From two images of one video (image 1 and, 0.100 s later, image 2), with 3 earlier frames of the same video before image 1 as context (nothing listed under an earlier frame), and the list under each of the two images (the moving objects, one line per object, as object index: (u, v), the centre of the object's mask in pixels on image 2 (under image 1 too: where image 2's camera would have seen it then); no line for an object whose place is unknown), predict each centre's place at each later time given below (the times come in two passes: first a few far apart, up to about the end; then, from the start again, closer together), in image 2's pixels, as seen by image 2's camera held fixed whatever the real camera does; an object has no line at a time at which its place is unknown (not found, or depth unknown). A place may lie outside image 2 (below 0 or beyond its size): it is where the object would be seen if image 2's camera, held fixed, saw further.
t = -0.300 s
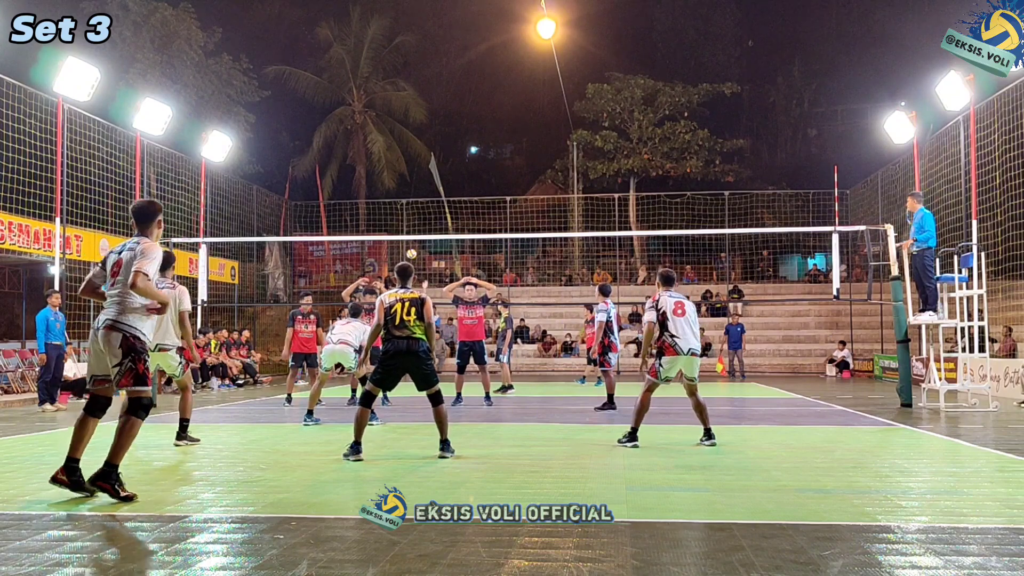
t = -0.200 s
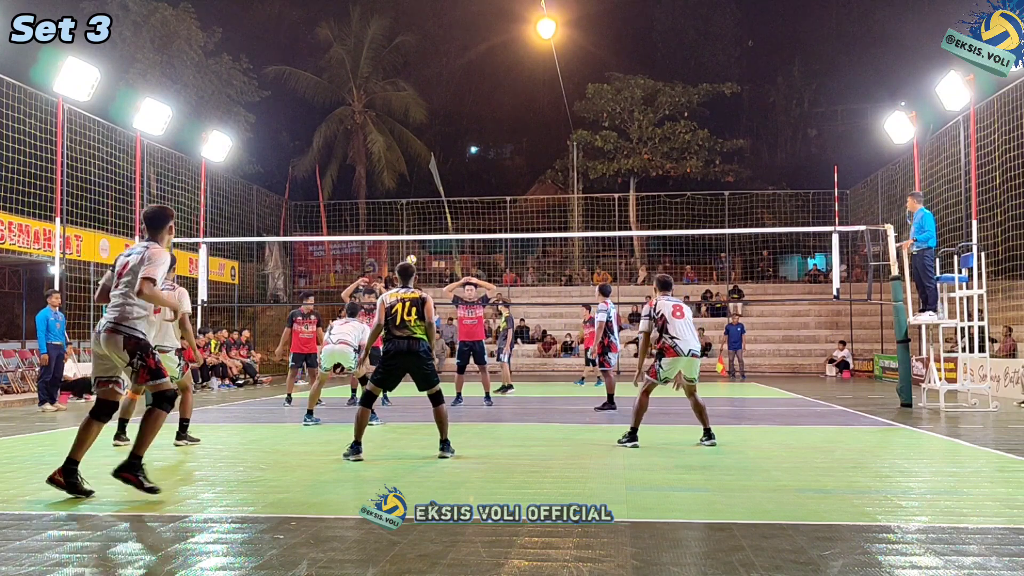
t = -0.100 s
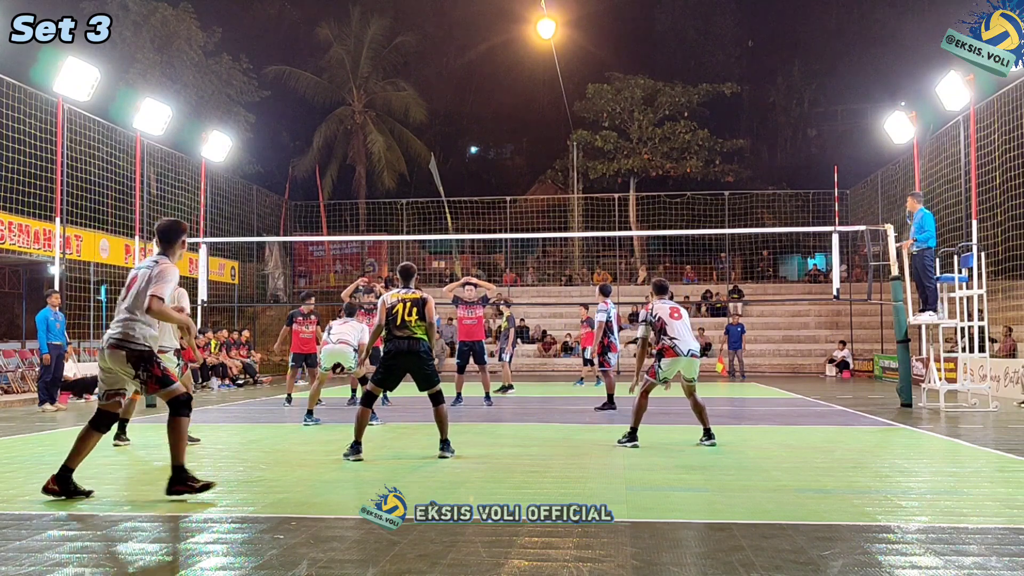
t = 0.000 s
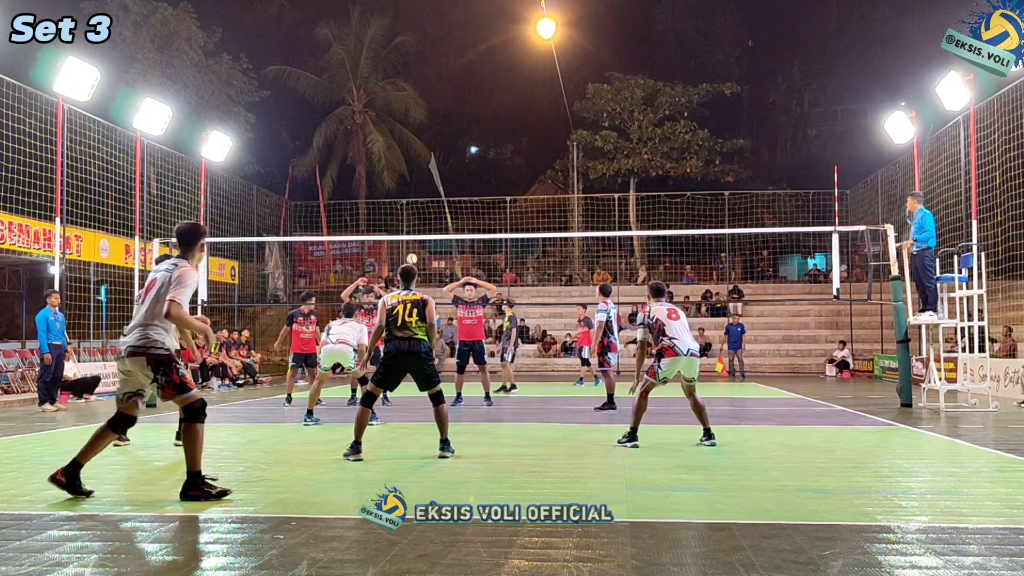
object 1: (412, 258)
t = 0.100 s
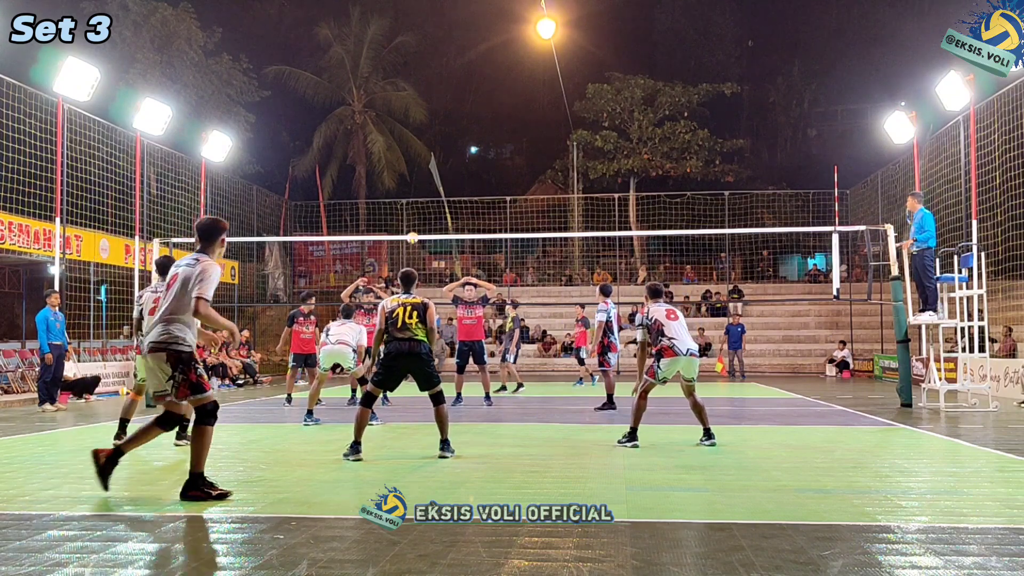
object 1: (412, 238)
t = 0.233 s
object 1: (412, 211)
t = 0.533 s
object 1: (411, 169)
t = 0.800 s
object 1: (419, 175)
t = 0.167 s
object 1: (412, 224)
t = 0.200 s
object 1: (412, 218)
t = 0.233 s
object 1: (412, 211)
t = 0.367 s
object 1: (411, 188)
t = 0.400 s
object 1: (411, 183)
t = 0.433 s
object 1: (410, 179)
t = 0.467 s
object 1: (410, 175)
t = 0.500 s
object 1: (411, 171)
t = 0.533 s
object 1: (411, 169)
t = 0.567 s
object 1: (412, 166)
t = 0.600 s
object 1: (412, 165)
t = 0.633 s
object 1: (413, 164)
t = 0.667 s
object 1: (414, 165)
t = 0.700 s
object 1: (416, 165)
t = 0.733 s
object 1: (417, 167)
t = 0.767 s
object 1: (418, 171)
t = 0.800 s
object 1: (419, 175)
